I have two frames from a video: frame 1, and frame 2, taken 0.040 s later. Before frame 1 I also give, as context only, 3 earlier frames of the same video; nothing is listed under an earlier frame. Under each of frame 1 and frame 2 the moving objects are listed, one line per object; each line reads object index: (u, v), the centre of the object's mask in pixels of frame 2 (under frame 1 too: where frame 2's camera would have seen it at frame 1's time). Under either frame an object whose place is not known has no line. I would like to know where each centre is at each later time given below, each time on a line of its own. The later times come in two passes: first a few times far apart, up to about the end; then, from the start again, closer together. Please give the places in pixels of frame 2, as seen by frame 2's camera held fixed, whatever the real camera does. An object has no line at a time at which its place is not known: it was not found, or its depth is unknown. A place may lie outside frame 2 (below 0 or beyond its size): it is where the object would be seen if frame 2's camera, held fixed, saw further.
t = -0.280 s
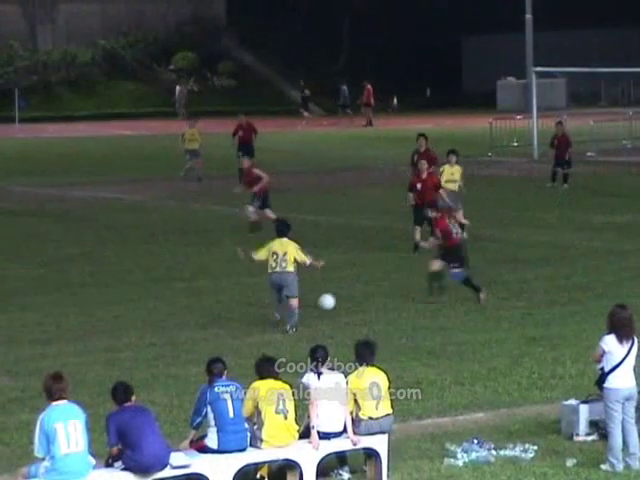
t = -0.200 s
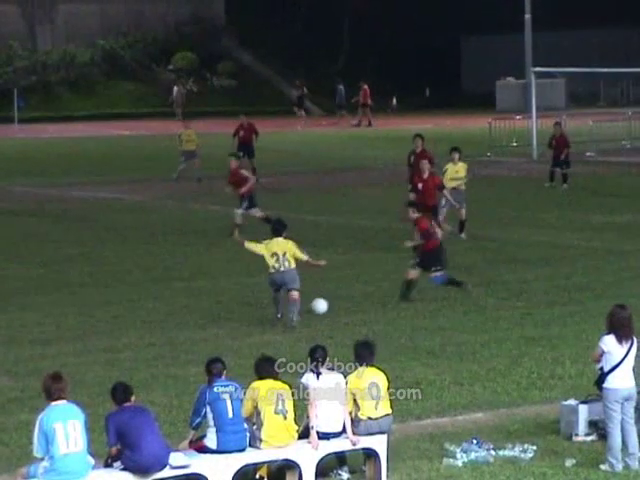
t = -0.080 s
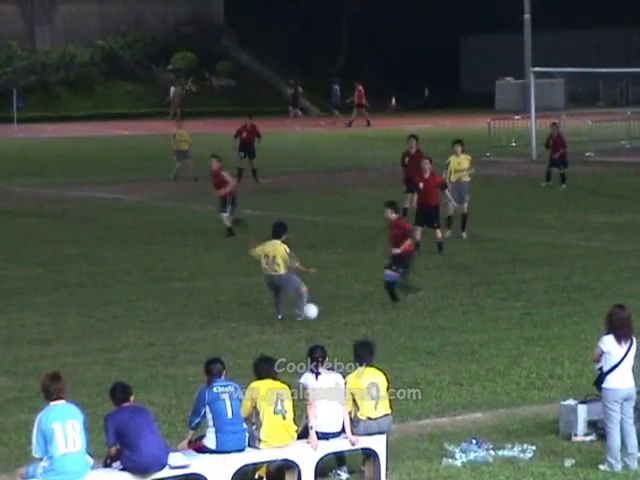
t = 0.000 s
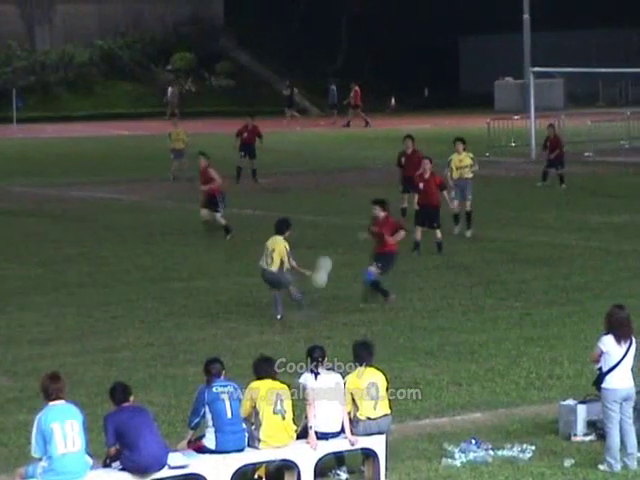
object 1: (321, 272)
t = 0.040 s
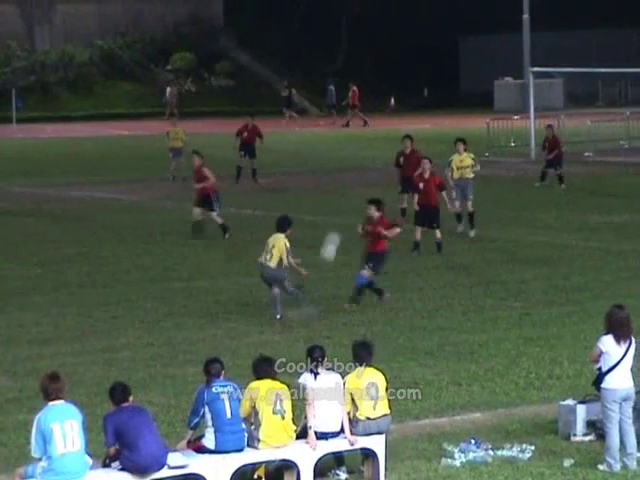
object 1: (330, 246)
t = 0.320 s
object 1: (387, 113)
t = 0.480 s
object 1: (414, 66)
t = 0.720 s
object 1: (450, 27)
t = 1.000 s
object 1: (486, 22)
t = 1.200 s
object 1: (510, 39)
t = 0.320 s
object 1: (387, 113)
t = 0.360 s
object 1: (394, 100)
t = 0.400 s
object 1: (400, 87)
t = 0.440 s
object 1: (407, 76)
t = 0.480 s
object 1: (414, 66)
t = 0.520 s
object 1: (420, 57)
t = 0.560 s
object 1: (427, 49)
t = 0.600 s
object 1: (432, 42)
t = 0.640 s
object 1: (438, 36)
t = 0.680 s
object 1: (444, 31)
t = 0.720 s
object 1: (450, 27)
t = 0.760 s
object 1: (456, 24)
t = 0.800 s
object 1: (461, 22)
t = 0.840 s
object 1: (466, 20)
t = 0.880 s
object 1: (471, 20)
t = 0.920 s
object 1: (476, 20)
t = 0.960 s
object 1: (481, 20)
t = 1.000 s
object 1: (486, 22)
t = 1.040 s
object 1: (491, 23)
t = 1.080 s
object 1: (496, 26)
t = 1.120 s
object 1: (501, 30)
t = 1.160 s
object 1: (505, 34)
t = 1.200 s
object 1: (510, 39)
